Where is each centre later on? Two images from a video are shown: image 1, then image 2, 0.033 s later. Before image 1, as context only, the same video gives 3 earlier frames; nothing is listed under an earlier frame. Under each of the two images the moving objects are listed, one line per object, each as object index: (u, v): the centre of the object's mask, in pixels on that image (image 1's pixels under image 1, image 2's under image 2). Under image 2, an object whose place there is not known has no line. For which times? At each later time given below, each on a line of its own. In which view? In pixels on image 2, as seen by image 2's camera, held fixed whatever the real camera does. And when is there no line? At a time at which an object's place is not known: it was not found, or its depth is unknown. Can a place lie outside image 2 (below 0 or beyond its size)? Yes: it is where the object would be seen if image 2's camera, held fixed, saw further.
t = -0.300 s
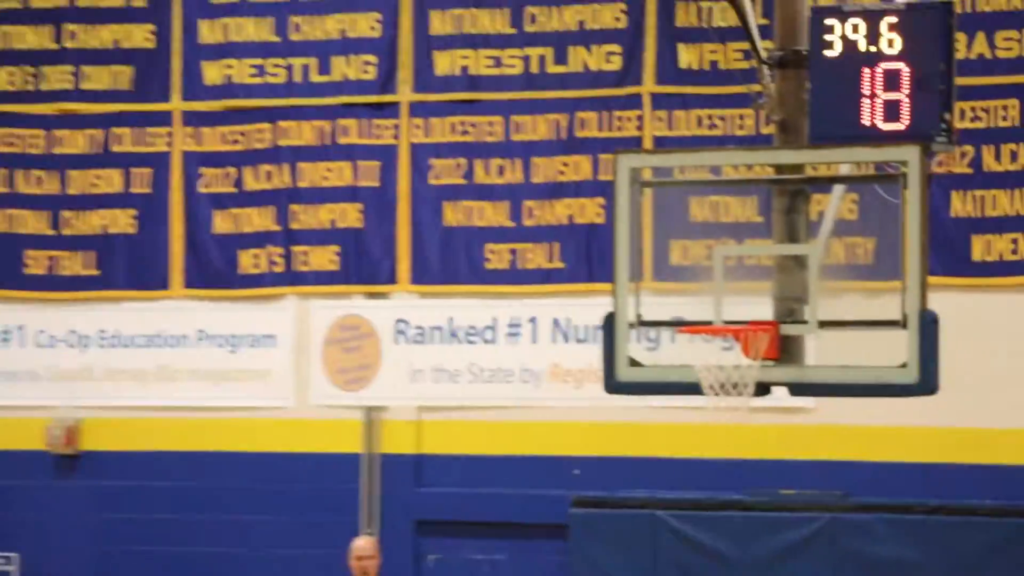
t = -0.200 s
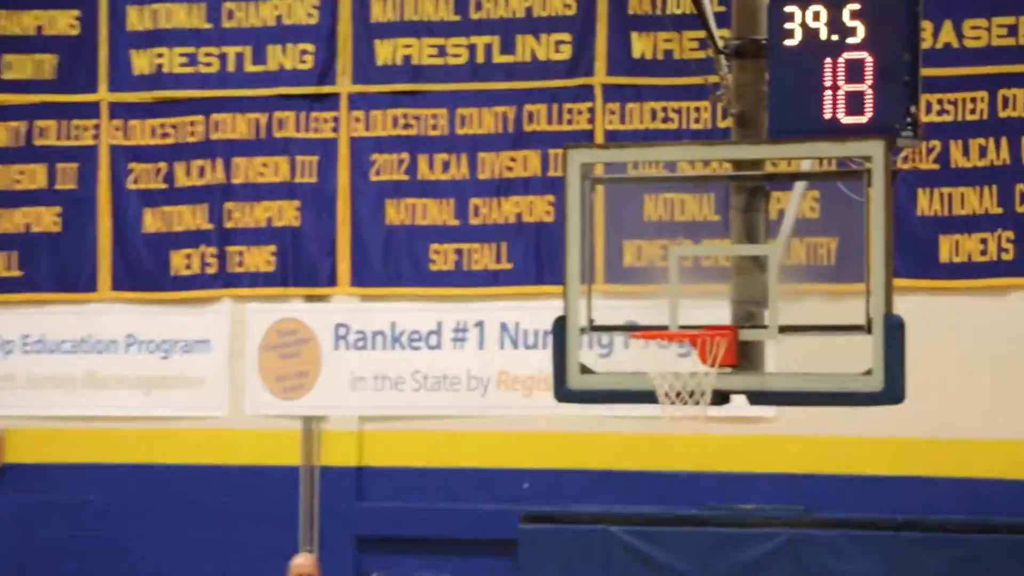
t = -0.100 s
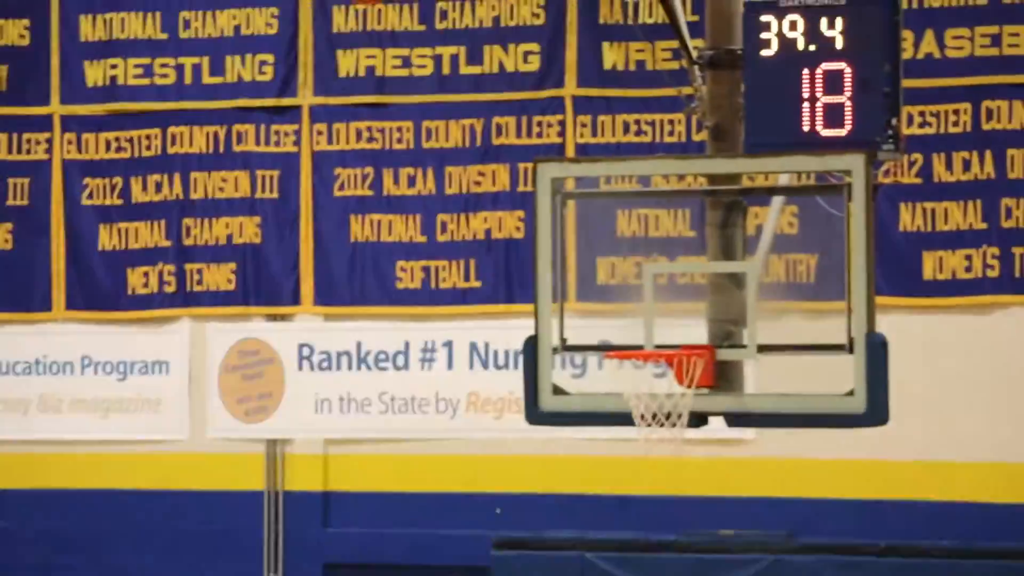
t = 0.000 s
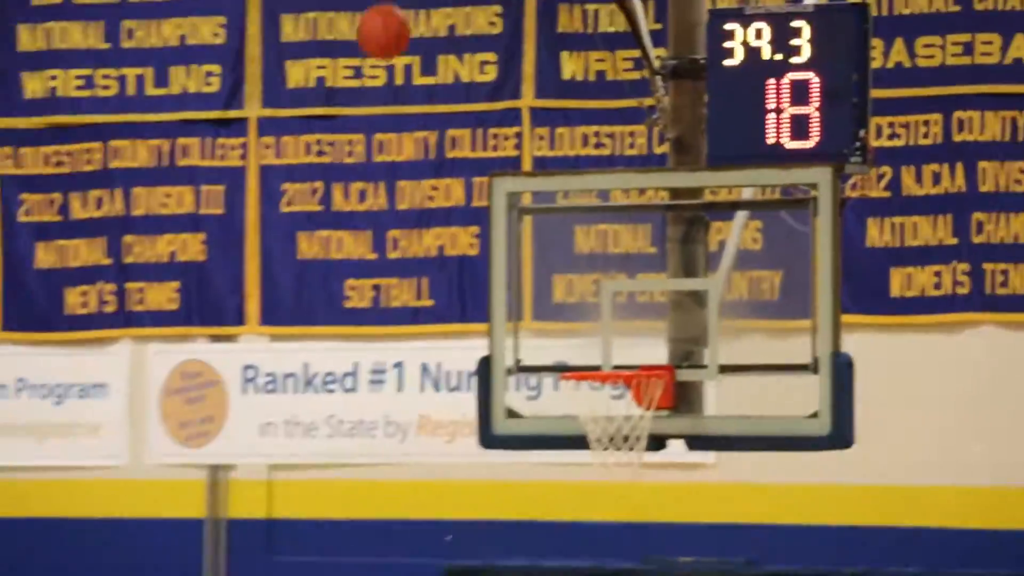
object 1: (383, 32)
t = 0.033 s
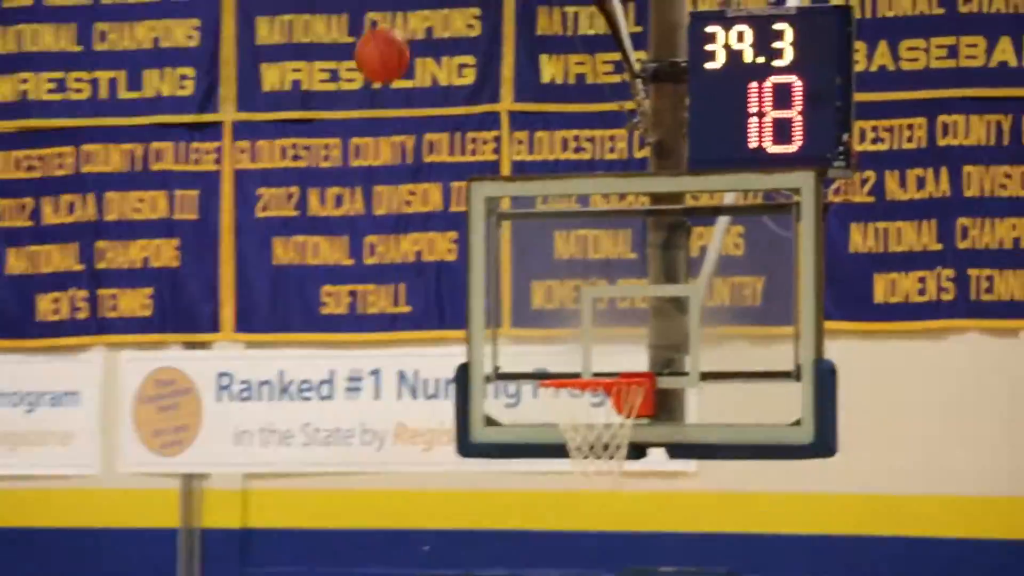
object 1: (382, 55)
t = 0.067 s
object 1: (403, 79)
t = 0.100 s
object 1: (424, 104)
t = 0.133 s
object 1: (445, 130)
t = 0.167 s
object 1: (465, 161)
